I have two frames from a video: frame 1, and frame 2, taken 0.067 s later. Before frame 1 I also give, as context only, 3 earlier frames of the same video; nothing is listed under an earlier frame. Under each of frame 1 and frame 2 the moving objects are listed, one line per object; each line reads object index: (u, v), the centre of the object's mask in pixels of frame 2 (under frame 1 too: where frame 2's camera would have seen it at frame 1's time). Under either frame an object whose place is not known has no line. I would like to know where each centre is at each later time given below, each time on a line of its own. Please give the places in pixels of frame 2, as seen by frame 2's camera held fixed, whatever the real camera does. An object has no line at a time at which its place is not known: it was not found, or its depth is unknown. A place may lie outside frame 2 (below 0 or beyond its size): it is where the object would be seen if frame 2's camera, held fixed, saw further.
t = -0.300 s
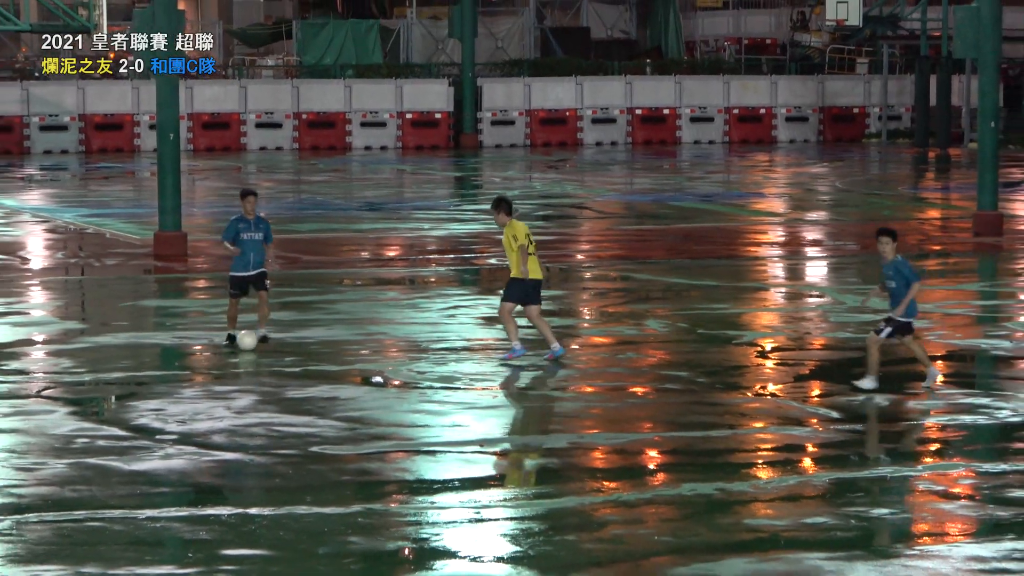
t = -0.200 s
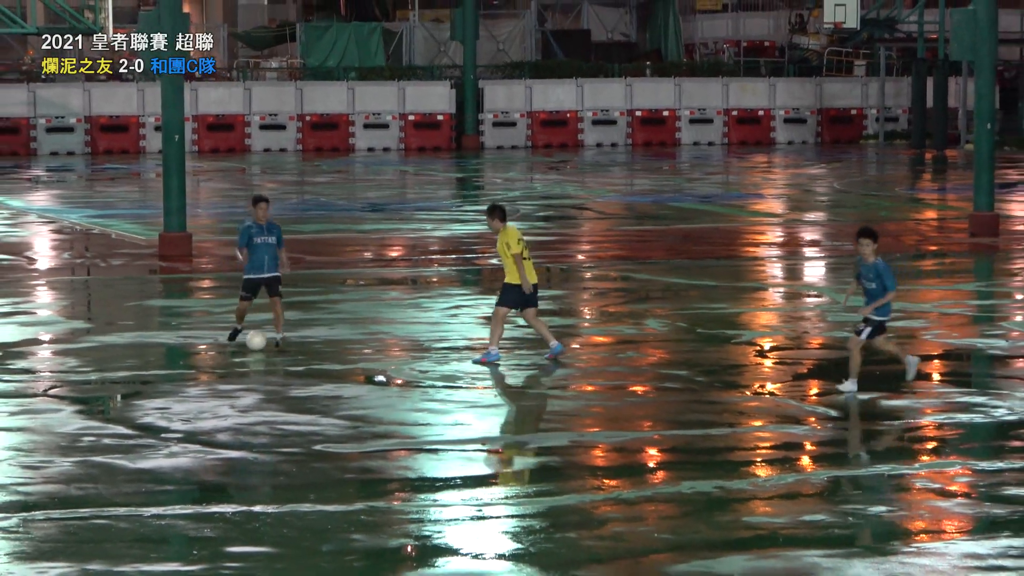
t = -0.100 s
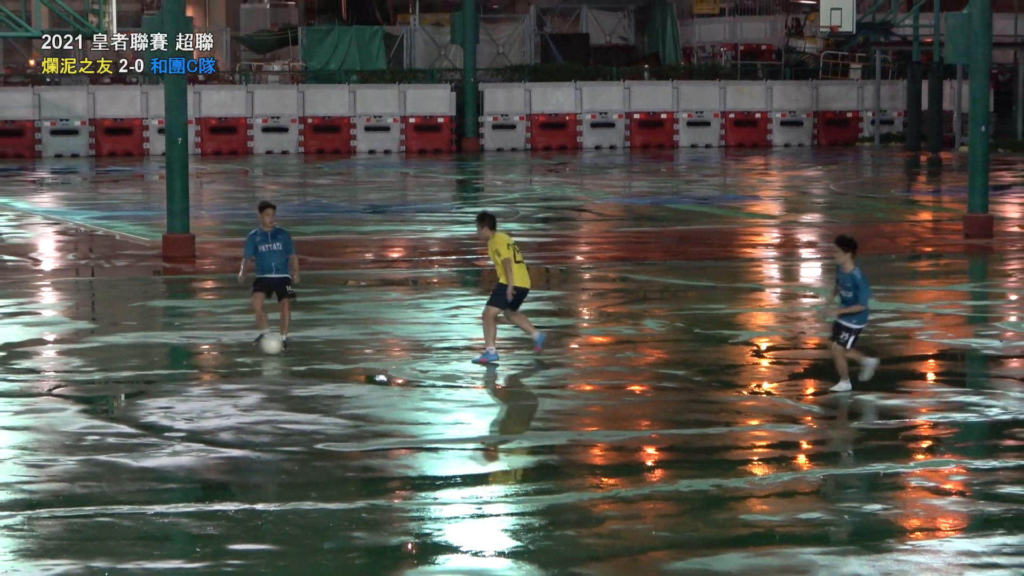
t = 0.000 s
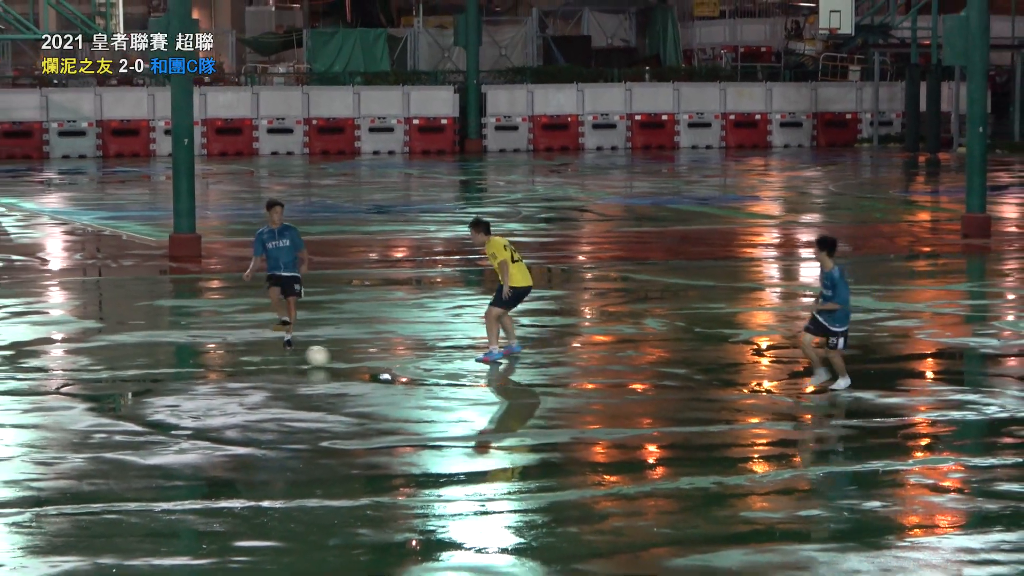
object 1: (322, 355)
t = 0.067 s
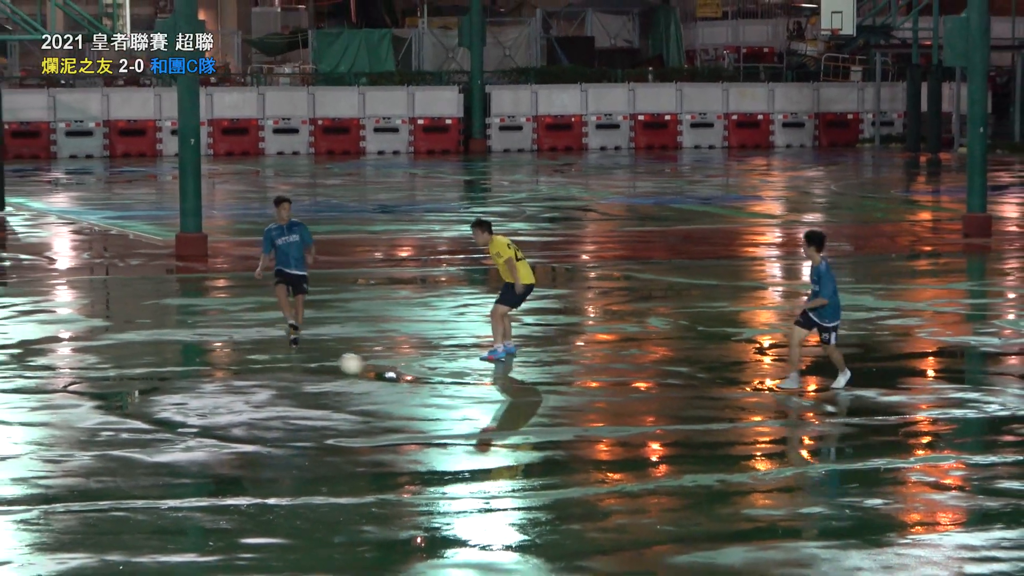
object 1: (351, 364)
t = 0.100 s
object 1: (366, 368)
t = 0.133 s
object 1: (380, 371)
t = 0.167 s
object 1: (395, 378)
